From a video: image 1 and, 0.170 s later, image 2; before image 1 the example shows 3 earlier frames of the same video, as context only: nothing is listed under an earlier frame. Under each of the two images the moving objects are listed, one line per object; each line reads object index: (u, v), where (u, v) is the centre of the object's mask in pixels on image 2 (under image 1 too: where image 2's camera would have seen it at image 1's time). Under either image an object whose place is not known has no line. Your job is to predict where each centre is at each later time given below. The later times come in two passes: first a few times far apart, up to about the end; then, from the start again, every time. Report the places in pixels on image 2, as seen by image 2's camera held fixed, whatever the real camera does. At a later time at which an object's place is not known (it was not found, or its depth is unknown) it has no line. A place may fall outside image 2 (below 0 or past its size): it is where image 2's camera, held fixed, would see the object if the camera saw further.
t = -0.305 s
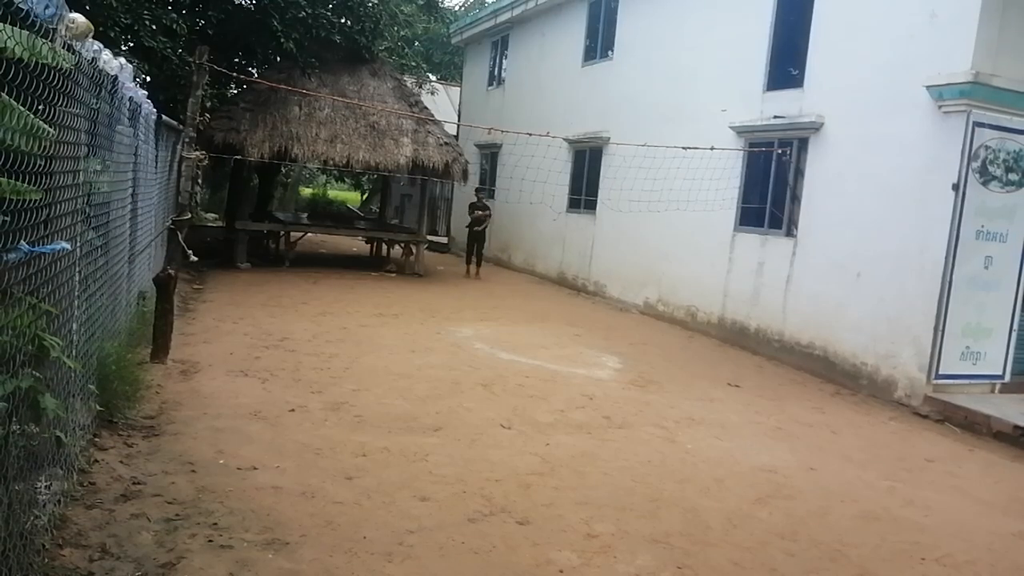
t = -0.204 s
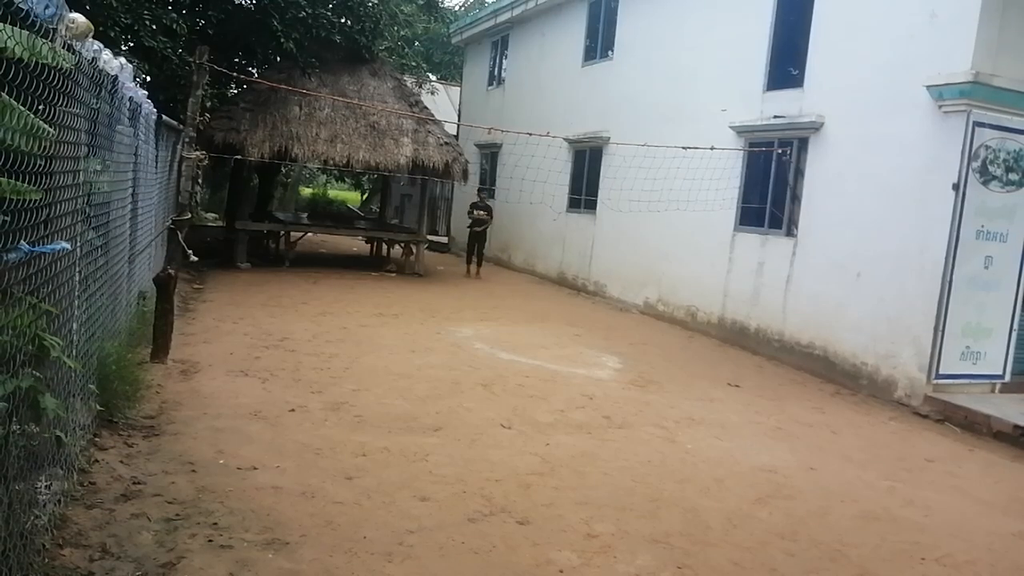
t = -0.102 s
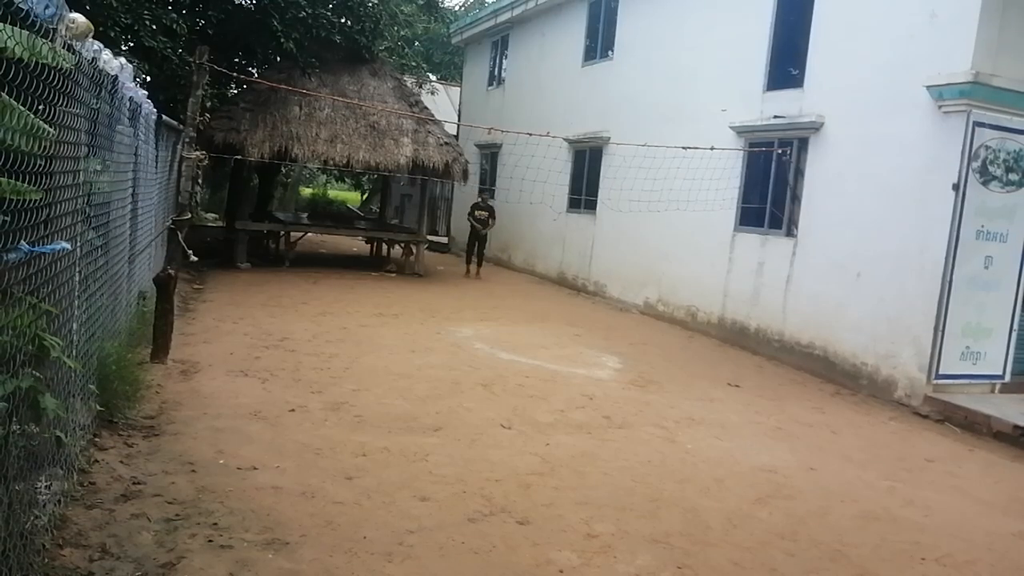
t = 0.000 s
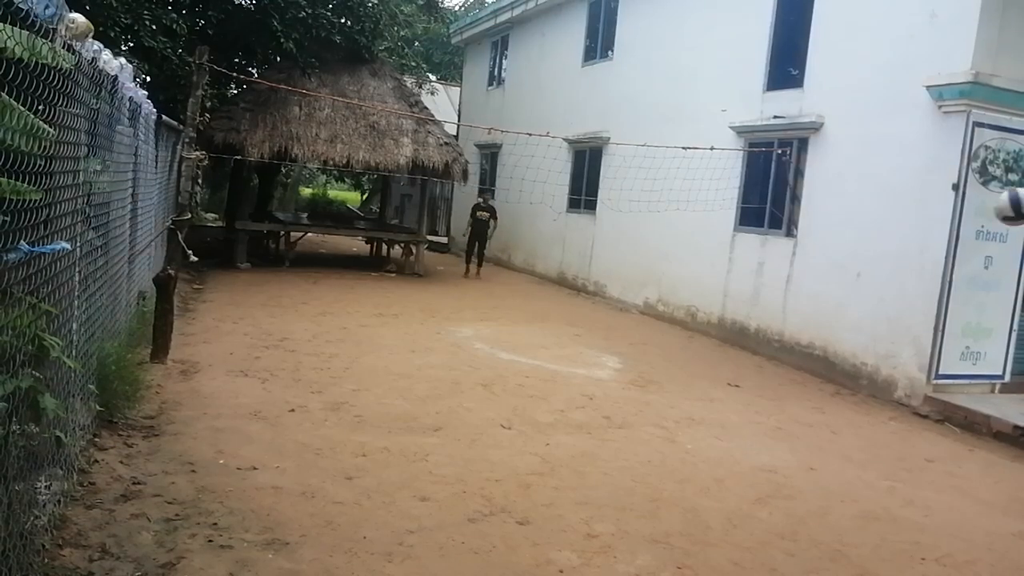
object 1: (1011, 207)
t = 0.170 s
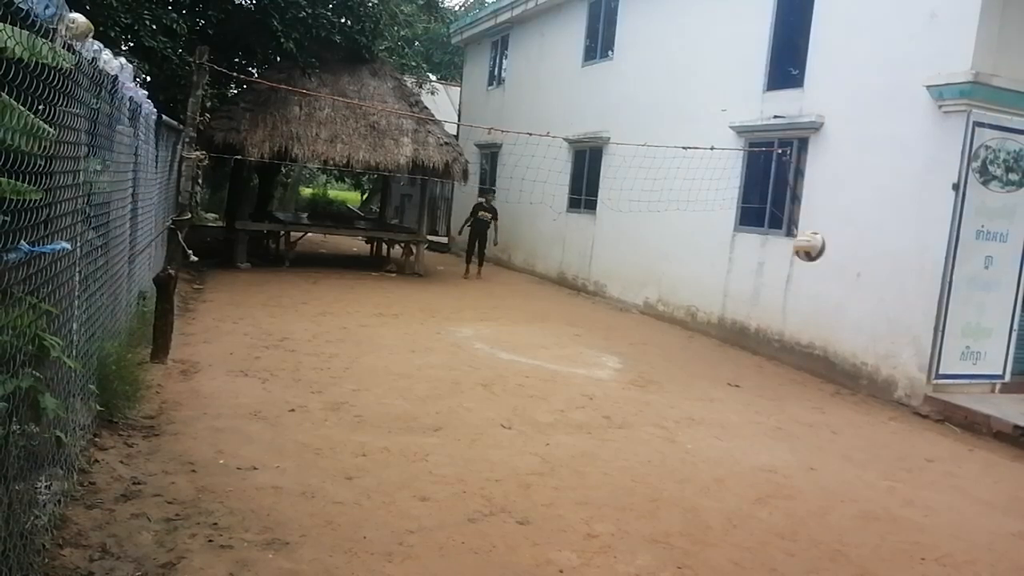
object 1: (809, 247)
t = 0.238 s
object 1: (747, 270)
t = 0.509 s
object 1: (588, 318)
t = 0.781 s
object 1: (519, 237)
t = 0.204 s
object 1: (777, 257)
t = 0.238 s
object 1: (747, 270)
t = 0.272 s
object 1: (720, 283)
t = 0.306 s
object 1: (695, 296)
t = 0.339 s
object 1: (669, 309)
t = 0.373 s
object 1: (647, 323)
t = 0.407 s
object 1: (626, 338)
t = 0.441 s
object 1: (607, 353)
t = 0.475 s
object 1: (598, 335)
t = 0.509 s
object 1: (588, 318)
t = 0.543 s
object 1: (580, 302)
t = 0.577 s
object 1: (571, 288)
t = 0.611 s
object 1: (561, 276)
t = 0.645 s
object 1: (554, 266)
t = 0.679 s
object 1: (544, 257)
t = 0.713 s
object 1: (537, 248)
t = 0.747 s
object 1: (528, 241)
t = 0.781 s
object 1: (519, 237)
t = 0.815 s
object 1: (511, 233)
